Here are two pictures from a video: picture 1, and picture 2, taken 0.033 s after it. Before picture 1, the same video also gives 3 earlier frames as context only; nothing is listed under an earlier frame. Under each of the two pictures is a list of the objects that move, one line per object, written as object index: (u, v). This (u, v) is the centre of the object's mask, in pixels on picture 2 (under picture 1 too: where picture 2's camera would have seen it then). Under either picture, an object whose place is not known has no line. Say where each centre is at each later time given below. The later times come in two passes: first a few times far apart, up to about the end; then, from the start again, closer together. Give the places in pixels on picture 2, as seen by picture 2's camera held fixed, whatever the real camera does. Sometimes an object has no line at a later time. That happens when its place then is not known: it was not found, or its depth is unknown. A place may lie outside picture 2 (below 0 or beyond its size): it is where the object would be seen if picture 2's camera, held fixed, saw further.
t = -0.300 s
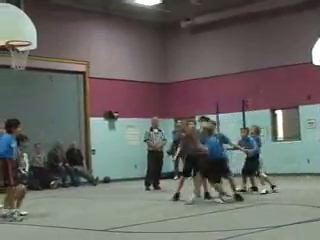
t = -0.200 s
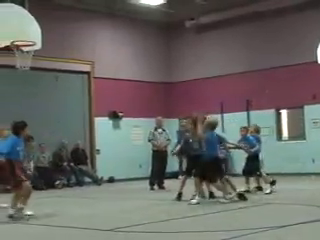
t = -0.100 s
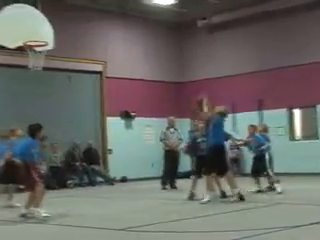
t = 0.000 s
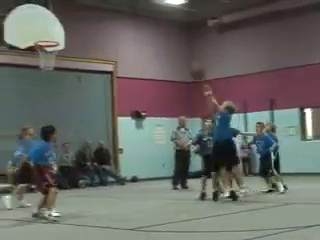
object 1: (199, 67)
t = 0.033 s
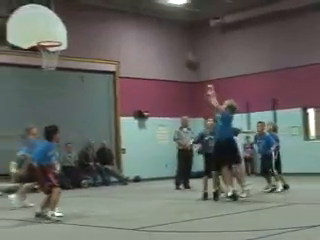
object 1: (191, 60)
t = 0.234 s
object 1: (153, 21)
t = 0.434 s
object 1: (118, 4)
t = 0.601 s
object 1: (90, 10)
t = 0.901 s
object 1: (50, 36)
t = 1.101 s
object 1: (50, 35)
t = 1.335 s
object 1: (59, 35)
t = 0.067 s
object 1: (185, 50)
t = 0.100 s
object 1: (178, 44)
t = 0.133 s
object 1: (173, 38)
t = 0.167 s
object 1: (165, 31)
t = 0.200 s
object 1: (160, 26)
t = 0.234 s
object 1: (153, 21)
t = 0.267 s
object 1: (146, 16)
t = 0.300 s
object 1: (140, 12)
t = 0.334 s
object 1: (134, 9)
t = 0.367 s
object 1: (130, 9)
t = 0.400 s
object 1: (124, 7)
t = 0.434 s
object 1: (118, 4)
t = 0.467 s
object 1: (113, 4)
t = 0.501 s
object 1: (106, 4)
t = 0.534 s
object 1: (101, 4)
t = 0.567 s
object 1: (96, 8)
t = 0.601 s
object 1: (90, 10)
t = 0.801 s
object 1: (58, 35)
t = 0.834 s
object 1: (55, 36)
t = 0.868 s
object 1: (52, 36)
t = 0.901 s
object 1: (50, 36)
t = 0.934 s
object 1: (47, 37)
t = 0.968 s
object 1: (44, 40)
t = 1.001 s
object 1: (44, 39)
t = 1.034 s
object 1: (46, 37)
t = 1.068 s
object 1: (48, 36)
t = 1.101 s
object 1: (50, 35)
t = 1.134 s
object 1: (52, 35)
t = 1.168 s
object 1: (54, 35)
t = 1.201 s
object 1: (56, 35)
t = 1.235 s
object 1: (58, 36)
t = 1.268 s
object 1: (58, 35)
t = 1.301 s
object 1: (59, 35)
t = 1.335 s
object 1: (59, 35)
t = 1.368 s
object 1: (60, 35)
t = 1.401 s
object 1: (61, 35)
